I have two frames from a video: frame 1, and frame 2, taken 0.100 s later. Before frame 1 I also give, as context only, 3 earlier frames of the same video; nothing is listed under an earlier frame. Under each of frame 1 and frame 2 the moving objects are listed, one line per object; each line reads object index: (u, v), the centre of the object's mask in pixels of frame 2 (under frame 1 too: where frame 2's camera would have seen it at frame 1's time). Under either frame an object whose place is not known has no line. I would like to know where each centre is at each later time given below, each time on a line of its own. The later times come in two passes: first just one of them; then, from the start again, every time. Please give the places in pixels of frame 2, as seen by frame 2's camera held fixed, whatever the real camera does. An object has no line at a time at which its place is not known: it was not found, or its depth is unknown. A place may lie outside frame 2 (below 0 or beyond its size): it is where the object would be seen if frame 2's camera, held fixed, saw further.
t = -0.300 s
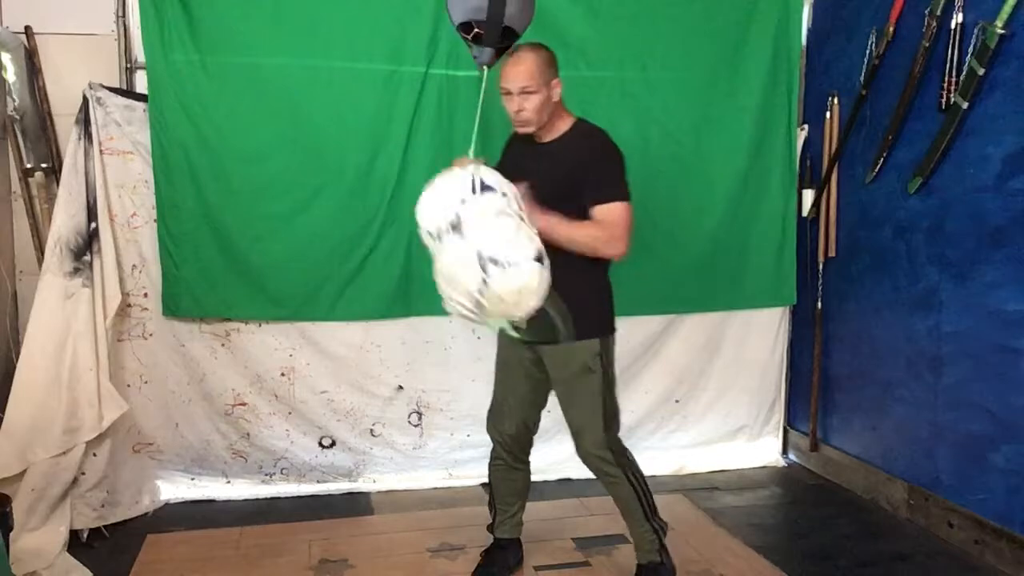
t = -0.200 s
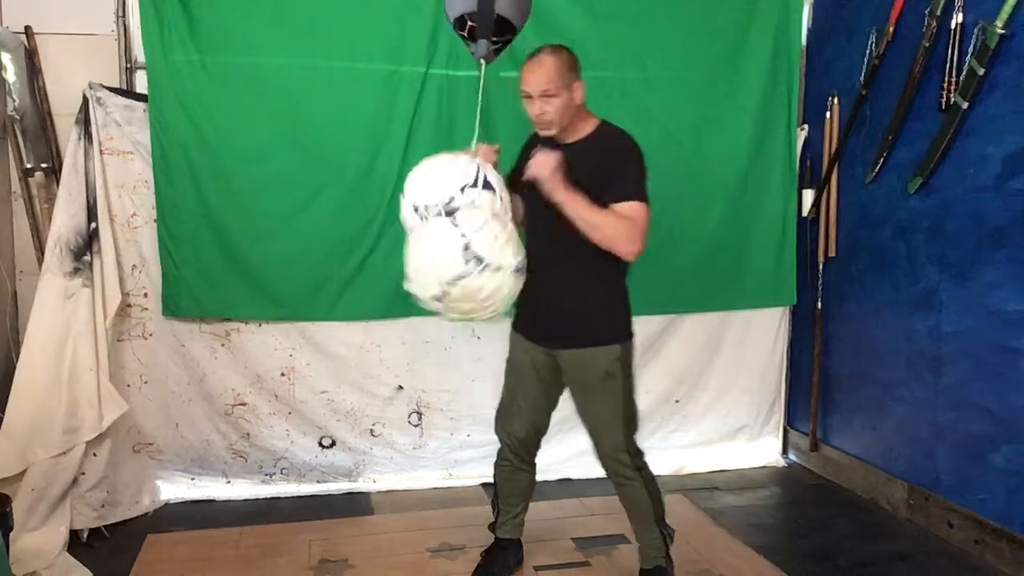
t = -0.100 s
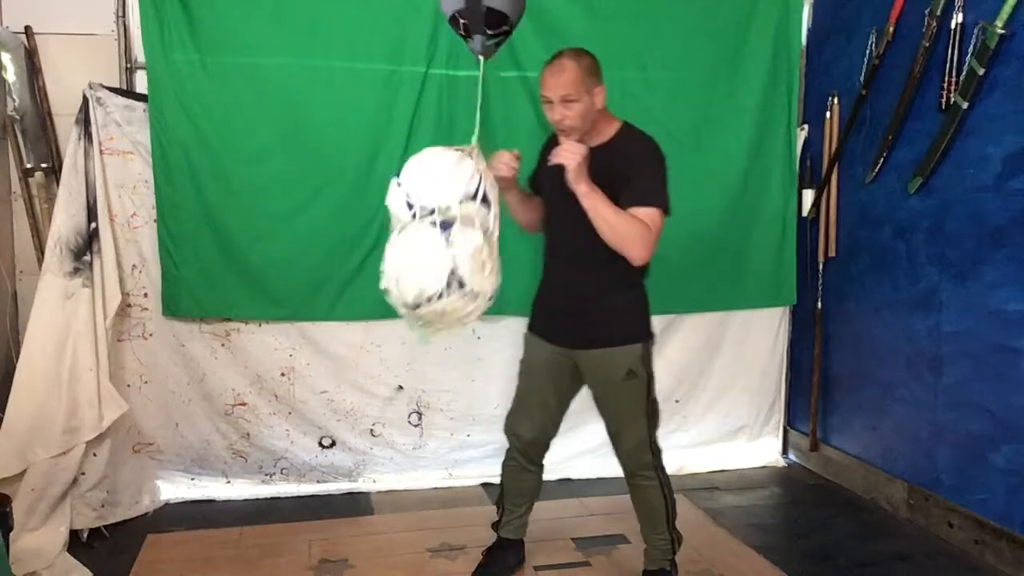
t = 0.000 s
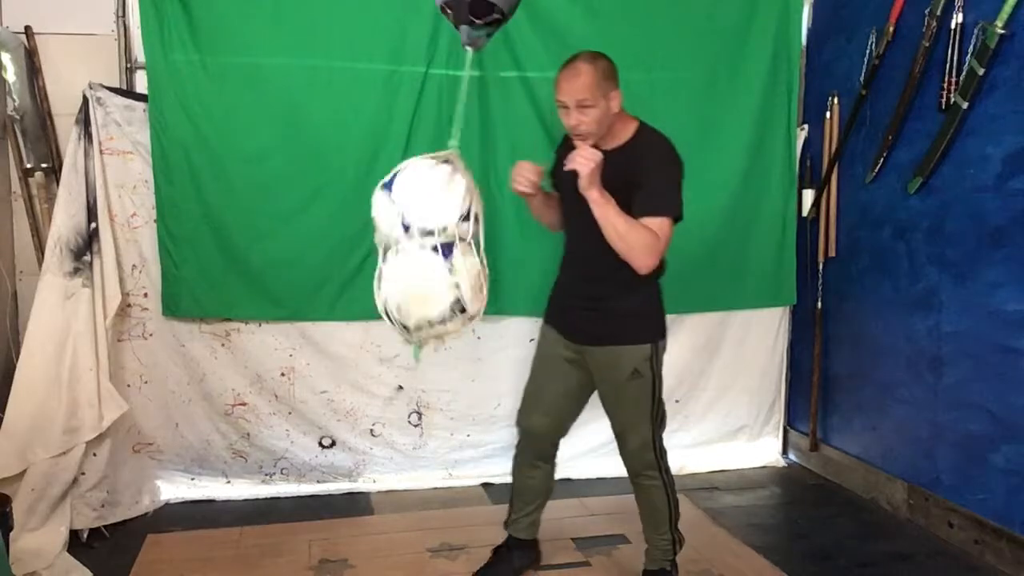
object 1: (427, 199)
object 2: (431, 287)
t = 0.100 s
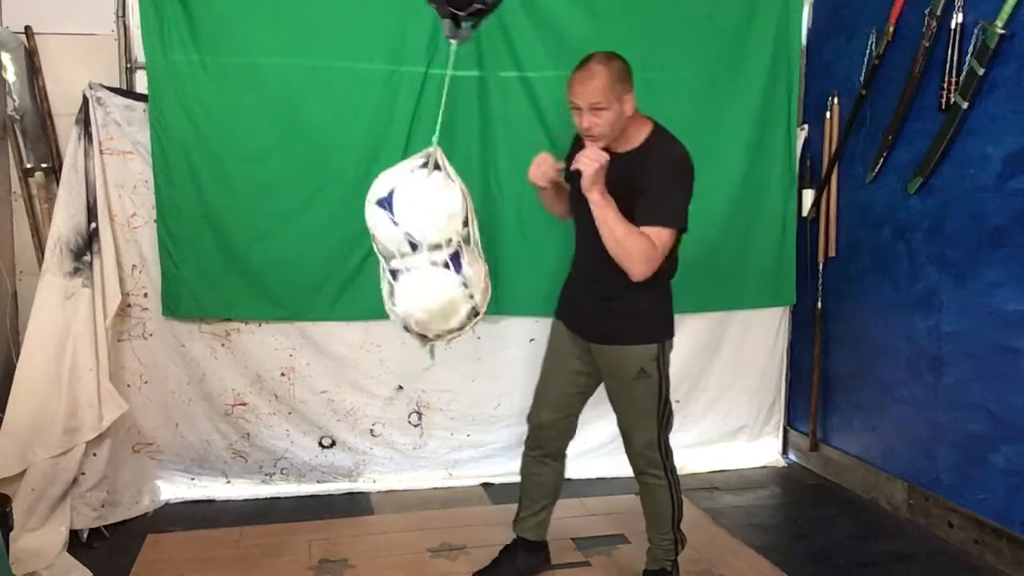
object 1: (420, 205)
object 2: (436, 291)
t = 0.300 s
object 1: (437, 221)
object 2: (451, 297)
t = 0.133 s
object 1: (422, 207)
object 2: (439, 292)
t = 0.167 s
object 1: (425, 209)
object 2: (441, 292)
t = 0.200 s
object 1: (428, 210)
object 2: (444, 293)
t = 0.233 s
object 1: (432, 213)
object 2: (446, 294)
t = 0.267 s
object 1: (434, 217)
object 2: (448, 295)
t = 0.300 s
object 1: (437, 221)
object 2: (451, 297)
